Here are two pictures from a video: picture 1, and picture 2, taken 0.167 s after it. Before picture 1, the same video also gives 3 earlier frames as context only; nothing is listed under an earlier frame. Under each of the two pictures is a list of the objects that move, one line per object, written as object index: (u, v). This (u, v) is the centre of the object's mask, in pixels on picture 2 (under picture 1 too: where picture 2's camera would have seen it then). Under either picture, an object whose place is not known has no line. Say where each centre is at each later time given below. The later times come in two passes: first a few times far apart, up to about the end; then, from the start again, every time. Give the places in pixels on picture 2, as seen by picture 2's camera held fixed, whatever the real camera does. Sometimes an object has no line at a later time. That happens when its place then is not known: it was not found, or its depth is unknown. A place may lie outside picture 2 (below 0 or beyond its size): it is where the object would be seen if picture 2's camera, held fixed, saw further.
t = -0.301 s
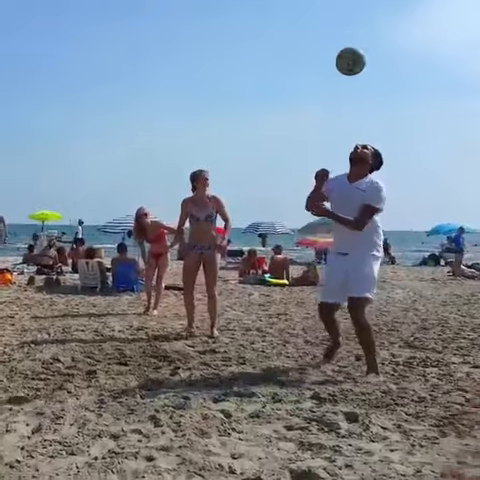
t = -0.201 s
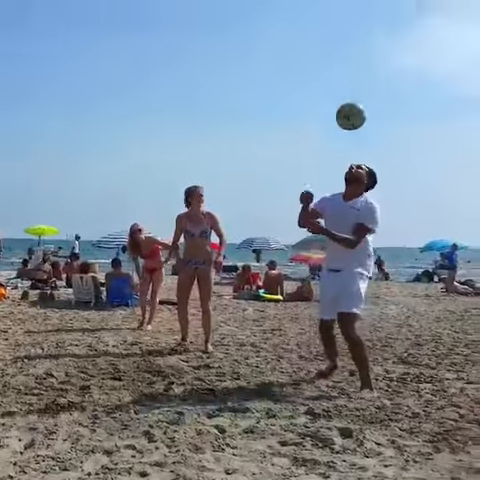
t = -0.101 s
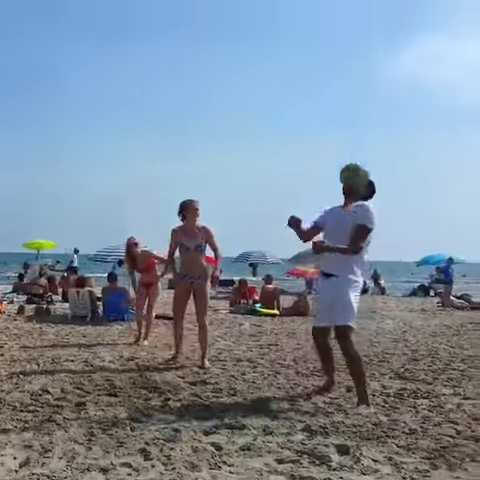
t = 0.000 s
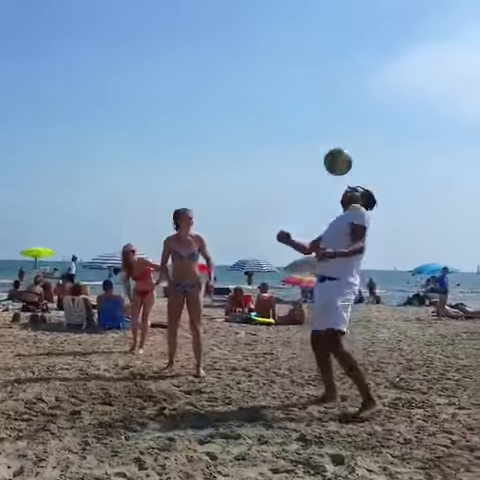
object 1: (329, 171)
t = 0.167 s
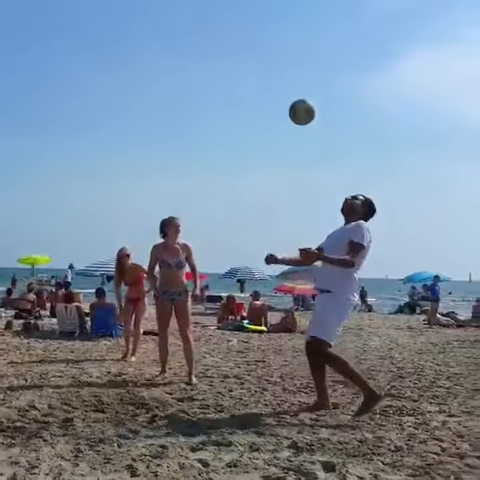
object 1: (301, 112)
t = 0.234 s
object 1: (291, 99)
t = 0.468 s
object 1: (259, 96)
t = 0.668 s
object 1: (236, 136)
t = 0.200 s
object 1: (296, 105)
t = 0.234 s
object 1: (291, 99)
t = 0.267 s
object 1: (286, 95)
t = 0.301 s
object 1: (281, 93)
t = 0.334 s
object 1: (277, 91)
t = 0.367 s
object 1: (272, 91)
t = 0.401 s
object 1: (267, 91)
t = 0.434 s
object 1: (263, 93)
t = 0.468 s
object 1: (259, 96)
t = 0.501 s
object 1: (254, 101)
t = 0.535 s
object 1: (250, 106)
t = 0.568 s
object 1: (247, 112)
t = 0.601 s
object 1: (243, 119)
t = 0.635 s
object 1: (239, 128)
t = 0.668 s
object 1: (236, 136)
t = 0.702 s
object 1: (234, 146)
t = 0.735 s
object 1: (231, 157)
